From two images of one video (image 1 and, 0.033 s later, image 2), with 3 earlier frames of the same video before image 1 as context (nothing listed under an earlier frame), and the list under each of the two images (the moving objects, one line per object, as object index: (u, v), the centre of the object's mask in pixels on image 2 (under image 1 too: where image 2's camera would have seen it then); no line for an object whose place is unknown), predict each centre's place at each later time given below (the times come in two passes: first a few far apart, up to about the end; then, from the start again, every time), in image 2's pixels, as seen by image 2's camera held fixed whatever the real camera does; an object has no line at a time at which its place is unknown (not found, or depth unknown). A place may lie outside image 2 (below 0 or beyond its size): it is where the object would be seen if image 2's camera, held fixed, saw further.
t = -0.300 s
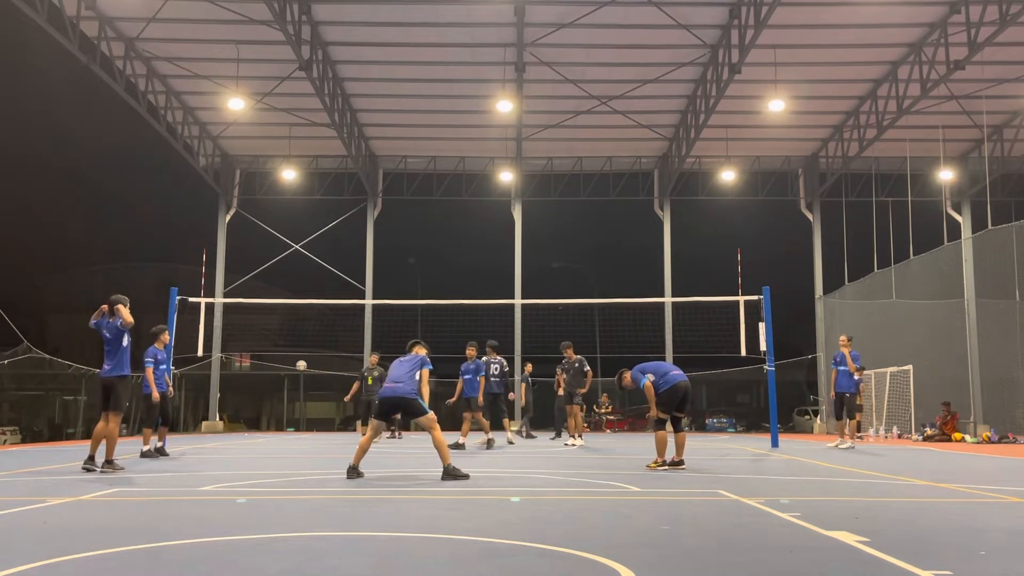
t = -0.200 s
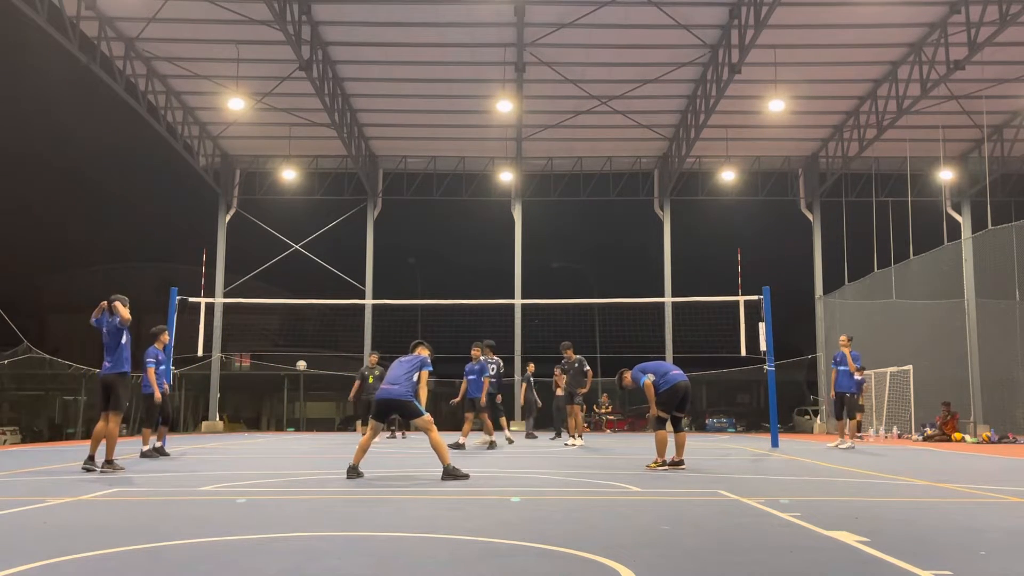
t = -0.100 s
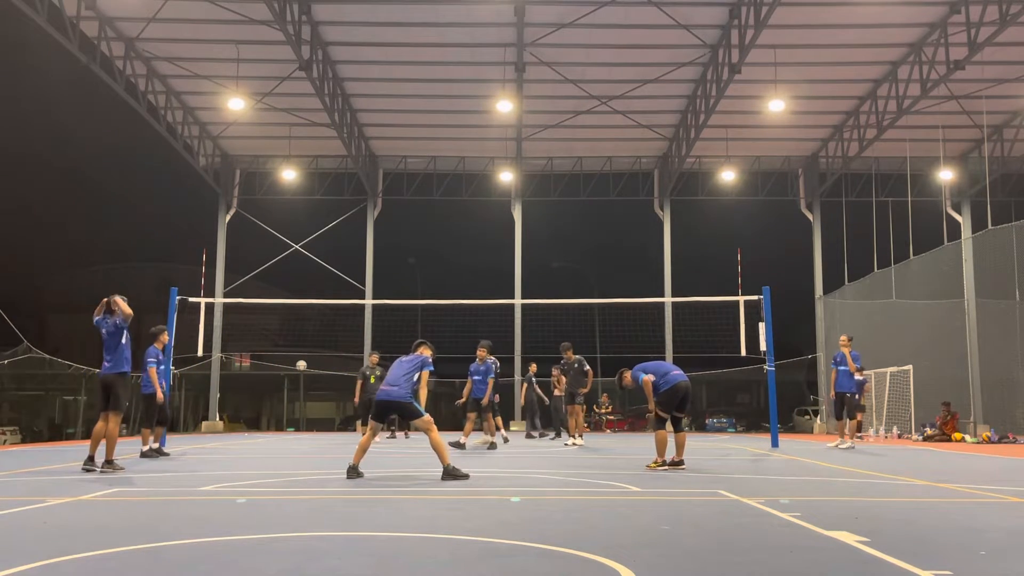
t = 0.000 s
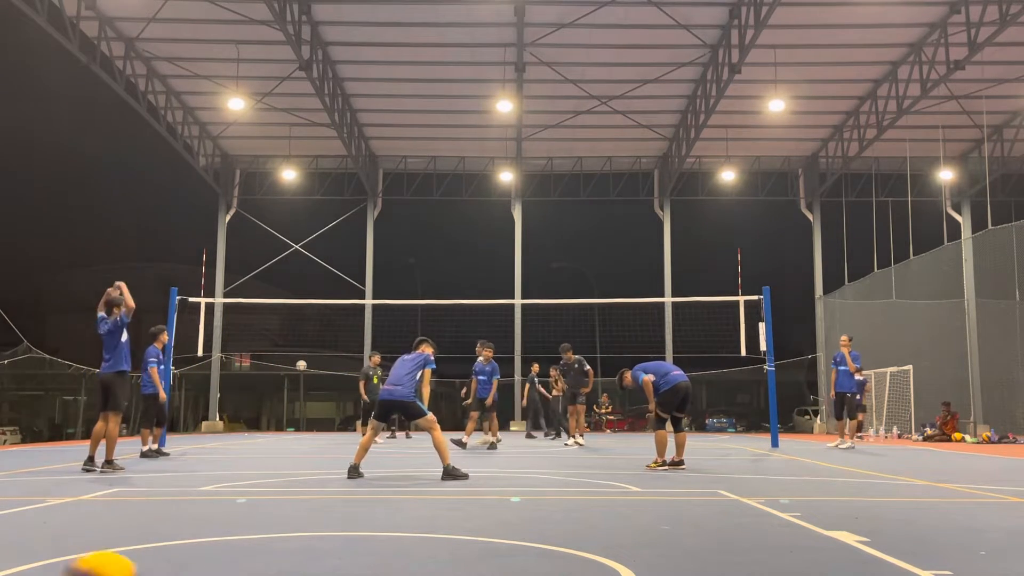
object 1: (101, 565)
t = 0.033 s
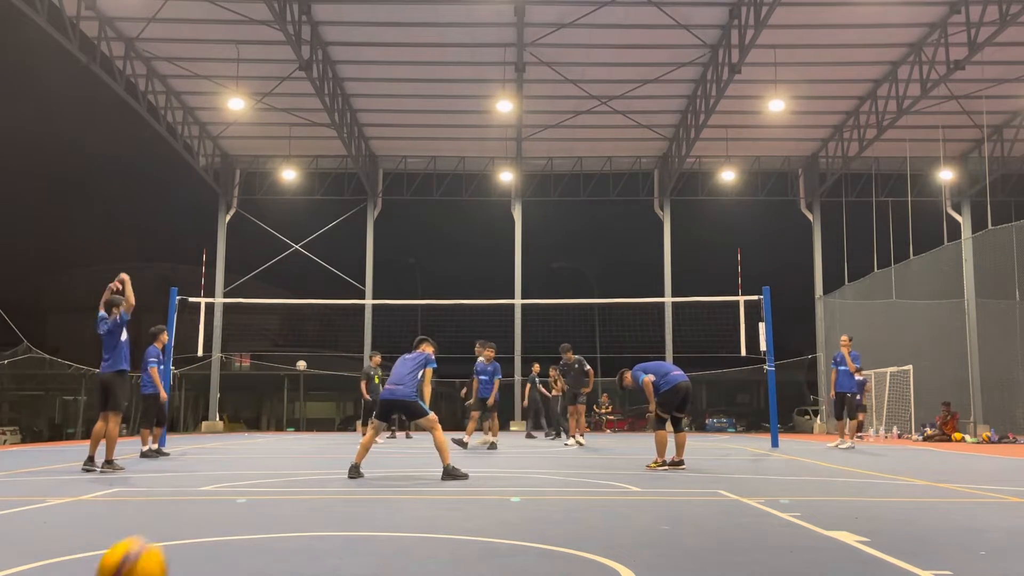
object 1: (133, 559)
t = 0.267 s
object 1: (232, 459)
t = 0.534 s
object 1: (279, 474)
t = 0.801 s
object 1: (305, 457)
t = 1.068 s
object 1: (320, 443)
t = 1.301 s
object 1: (329, 443)
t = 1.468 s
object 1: (334, 438)
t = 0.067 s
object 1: (154, 537)
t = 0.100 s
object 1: (172, 510)
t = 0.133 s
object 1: (188, 491)
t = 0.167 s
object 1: (202, 477)
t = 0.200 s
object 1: (213, 467)
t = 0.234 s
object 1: (223, 461)
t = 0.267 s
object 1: (232, 459)
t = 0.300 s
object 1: (240, 458)
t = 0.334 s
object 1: (247, 460)
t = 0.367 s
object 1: (254, 464)
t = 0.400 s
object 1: (260, 469)
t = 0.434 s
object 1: (265, 477)
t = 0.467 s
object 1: (269, 485)
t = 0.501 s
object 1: (274, 485)
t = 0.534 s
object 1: (279, 474)
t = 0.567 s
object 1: (284, 466)
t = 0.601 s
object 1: (287, 459)
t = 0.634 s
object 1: (291, 455)
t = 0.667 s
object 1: (294, 453)
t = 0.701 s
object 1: (297, 452)
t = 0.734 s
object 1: (300, 452)
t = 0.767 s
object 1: (303, 454)
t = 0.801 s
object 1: (305, 457)
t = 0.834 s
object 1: (307, 462)
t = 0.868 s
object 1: (309, 467)
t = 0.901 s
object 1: (312, 461)
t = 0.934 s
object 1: (314, 454)
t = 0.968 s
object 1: (316, 450)
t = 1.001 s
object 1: (317, 446)
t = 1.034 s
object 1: (319, 444)
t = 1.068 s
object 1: (320, 443)
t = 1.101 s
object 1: (322, 443)
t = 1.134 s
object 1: (323, 445)
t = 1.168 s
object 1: (325, 447)
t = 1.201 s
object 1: (326, 451)
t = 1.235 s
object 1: (327, 452)
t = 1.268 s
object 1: (328, 448)
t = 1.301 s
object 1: (329, 443)
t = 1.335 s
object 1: (330, 440)
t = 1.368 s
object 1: (331, 438)
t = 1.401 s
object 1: (333, 438)
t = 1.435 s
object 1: (333, 438)
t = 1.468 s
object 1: (334, 438)
